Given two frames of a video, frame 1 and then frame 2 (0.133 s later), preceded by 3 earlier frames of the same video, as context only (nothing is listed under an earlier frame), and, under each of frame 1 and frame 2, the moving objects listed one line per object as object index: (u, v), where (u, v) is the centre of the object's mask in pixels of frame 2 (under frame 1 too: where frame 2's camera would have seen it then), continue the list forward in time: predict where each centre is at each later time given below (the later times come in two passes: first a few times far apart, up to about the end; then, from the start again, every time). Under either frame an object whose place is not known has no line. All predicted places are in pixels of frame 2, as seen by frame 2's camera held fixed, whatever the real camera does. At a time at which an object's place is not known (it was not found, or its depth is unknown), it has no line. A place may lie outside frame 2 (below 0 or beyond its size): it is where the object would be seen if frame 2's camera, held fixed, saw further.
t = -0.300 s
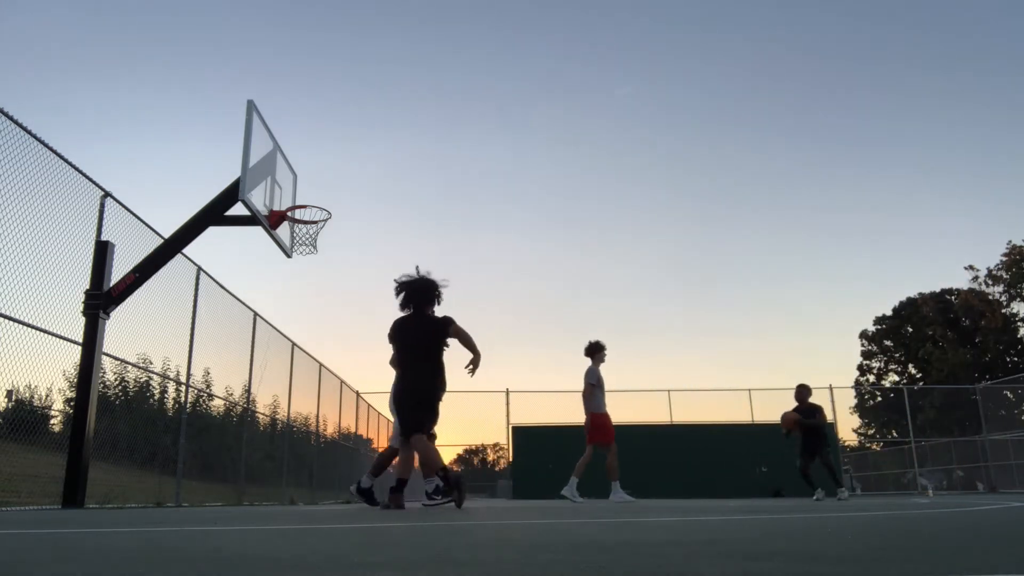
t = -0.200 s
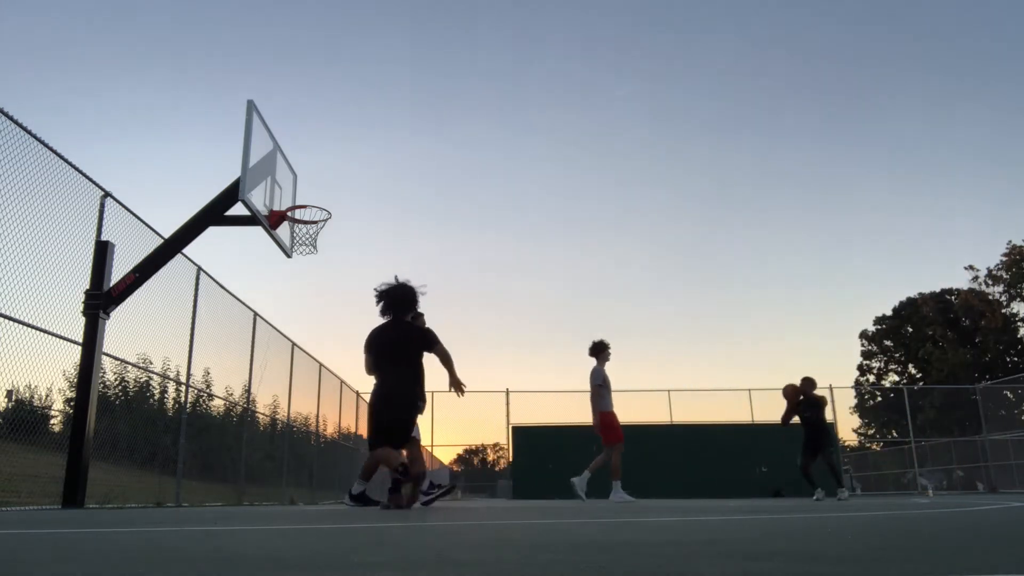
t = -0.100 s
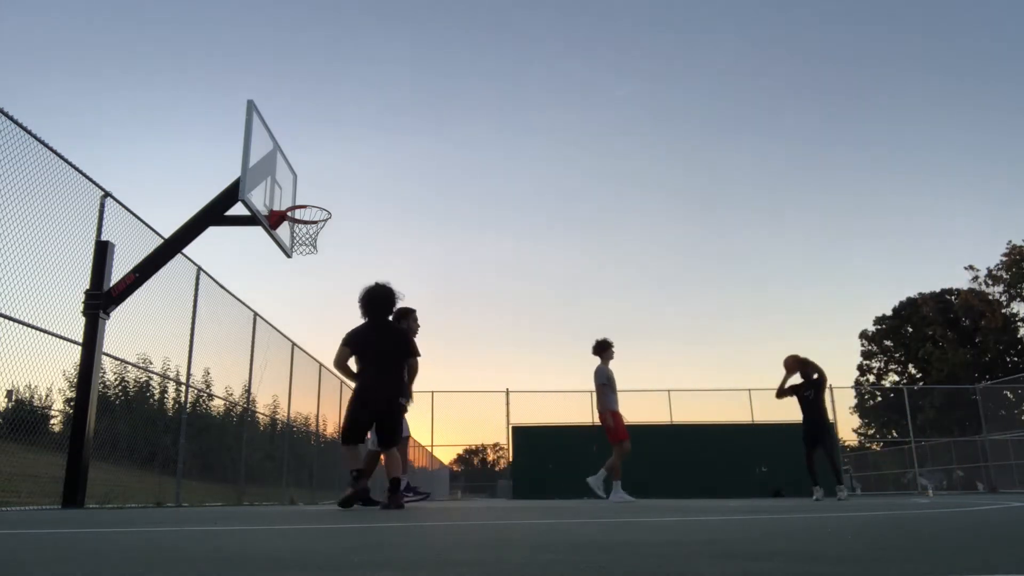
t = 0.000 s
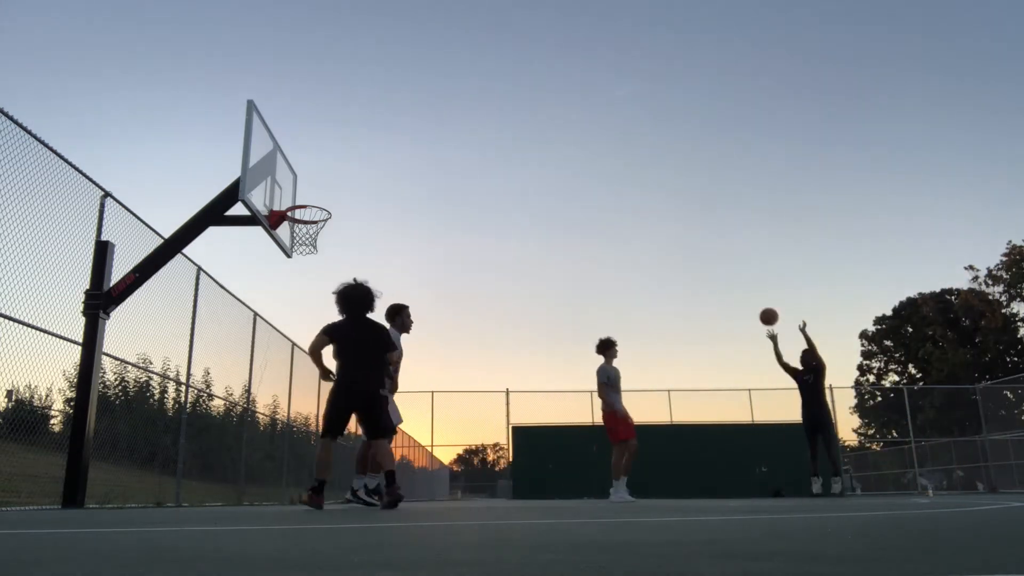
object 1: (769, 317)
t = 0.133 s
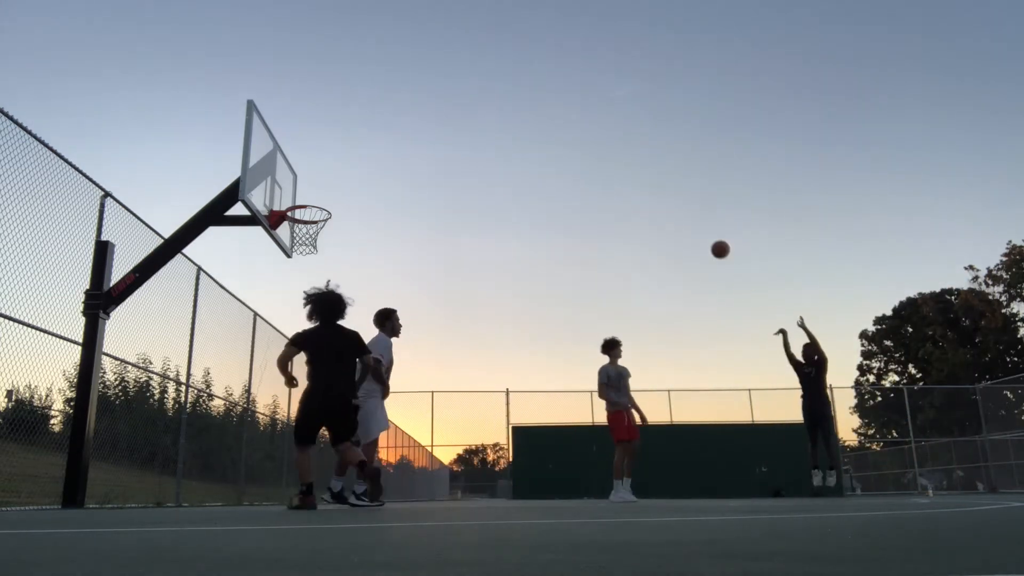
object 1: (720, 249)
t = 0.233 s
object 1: (686, 208)
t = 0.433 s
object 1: (620, 146)
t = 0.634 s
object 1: (555, 112)
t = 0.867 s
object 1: (478, 106)
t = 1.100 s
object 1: (395, 140)
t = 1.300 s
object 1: (315, 207)
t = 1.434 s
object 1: (283, 243)
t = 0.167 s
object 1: (709, 235)
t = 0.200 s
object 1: (697, 221)
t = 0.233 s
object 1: (686, 208)
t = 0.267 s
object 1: (675, 196)
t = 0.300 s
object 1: (664, 184)
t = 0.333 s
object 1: (653, 174)
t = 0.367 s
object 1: (642, 164)
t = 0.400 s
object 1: (631, 155)
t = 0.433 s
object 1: (620, 146)
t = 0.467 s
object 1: (610, 139)
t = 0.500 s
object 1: (599, 132)
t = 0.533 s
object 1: (588, 126)
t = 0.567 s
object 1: (577, 121)
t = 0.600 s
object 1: (566, 116)
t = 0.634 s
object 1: (555, 112)
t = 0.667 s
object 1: (544, 109)
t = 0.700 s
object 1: (533, 107)
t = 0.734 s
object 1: (522, 105)
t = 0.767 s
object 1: (511, 104)
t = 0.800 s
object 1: (500, 104)
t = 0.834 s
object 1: (489, 105)
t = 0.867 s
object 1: (478, 106)
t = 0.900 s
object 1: (466, 109)
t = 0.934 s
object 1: (455, 112)
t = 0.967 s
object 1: (443, 115)
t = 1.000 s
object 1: (431, 120)
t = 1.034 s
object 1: (419, 126)
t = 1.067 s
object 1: (407, 132)
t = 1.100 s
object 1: (395, 140)
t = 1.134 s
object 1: (382, 148)
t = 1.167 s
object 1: (369, 158)
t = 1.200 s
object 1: (356, 169)
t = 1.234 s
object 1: (343, 180)
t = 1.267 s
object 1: (329, 193)
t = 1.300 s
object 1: (315, 207)
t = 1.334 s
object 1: (301, 221)
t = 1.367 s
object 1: (292, 231)
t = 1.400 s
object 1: (287, 236)
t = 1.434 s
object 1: (283, 243)
